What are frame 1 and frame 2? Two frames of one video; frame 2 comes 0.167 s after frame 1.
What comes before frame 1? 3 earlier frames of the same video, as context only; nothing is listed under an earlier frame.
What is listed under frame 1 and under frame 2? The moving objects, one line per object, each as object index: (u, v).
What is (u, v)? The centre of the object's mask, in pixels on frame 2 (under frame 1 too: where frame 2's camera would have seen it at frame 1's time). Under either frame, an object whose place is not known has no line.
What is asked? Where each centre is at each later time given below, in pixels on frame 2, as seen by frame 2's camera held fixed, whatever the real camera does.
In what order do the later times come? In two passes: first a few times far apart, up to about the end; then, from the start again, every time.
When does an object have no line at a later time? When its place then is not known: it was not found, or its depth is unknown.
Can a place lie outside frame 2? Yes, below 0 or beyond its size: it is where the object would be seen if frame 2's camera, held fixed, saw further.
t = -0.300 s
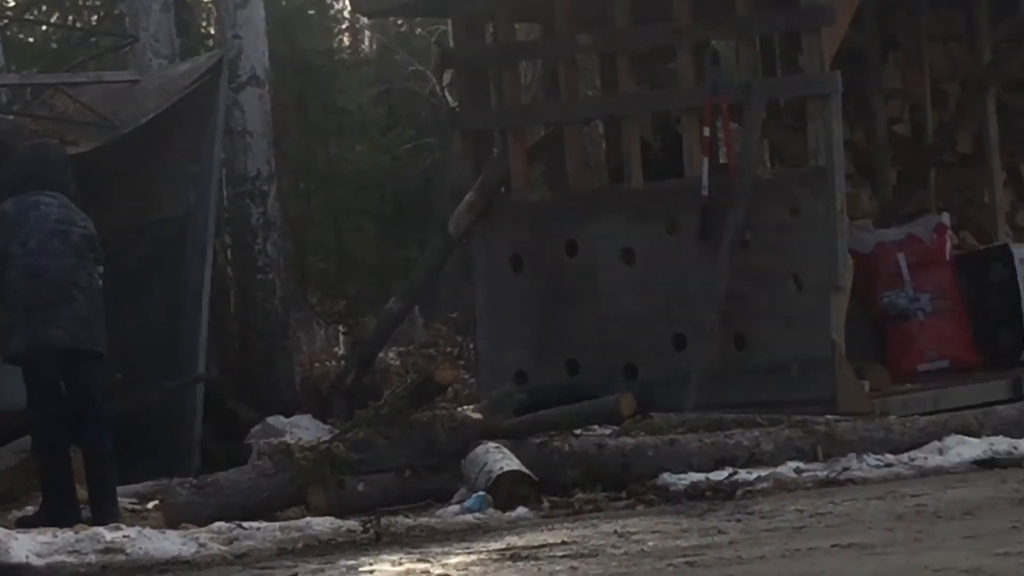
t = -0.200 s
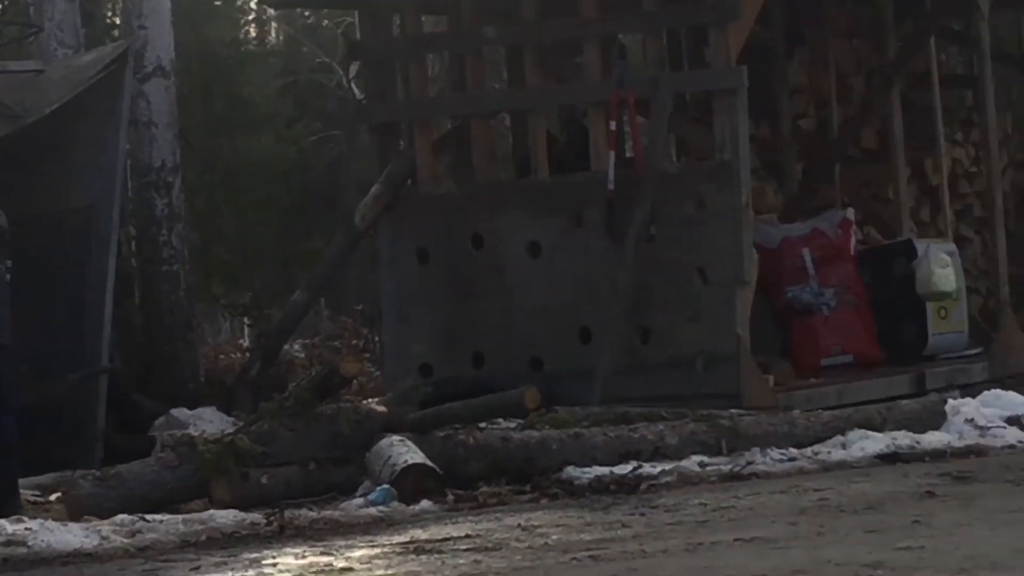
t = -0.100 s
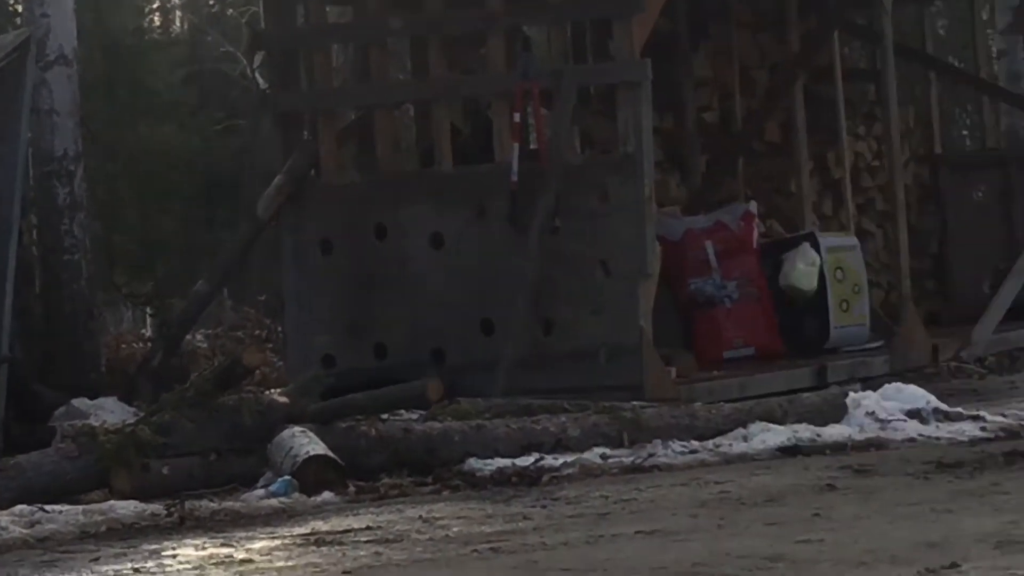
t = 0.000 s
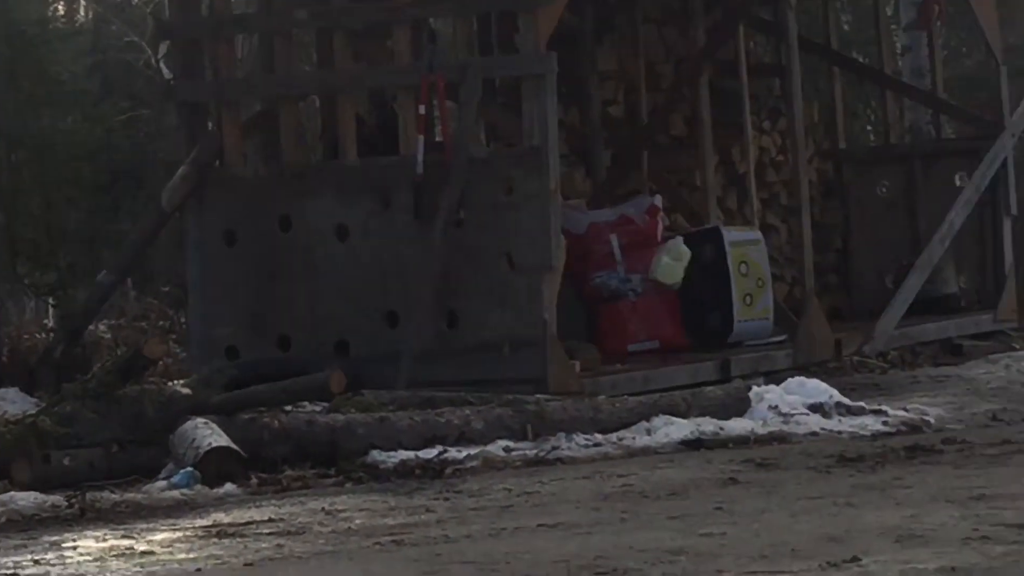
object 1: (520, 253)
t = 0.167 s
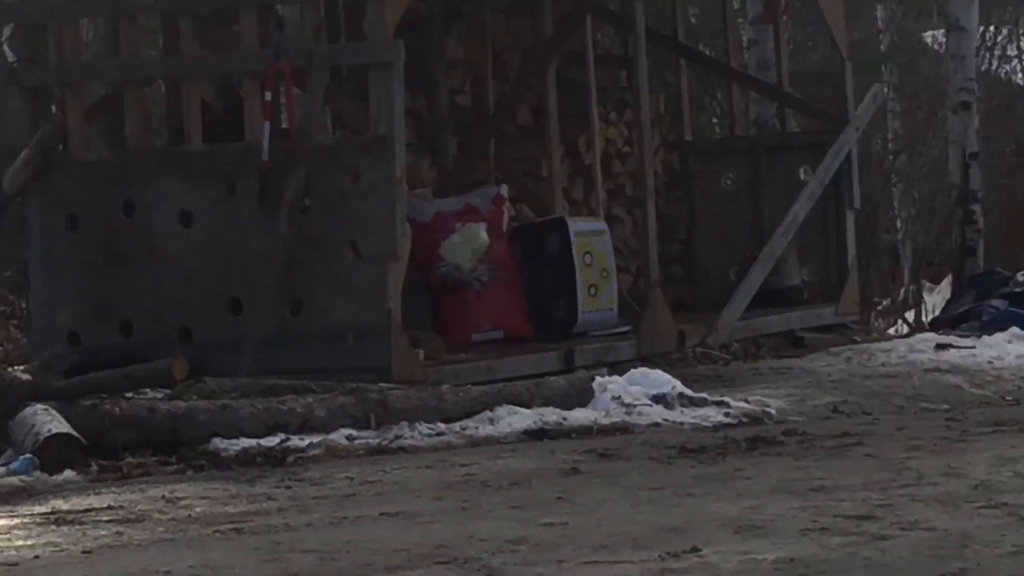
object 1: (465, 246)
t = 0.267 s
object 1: (442, 241)
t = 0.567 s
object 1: (429, 240)
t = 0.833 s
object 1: (470, 256)
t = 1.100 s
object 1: (549, 262)
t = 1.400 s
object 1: (636, 247)
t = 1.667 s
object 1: (678, 231)
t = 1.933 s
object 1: (668, 235)
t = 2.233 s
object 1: (601, 252)
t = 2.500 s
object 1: (523, 258)
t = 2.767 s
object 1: (461, 251)
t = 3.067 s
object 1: (444, 247)
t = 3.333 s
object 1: (479, 256)
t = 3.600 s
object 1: (547, 261)
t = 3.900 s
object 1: (626, 249)
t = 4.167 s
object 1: (662, 238)
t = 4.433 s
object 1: (654, 238)
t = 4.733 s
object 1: (598, 252)
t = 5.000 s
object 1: (530, 259)
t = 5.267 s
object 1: (473, 256)
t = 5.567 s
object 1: (456, 251)
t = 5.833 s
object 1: (486, 256)
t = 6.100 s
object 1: (546, 262)
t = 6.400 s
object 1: (616, 253)
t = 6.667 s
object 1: (648, 243)
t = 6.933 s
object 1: (644, 242)
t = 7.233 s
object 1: (596, 254)
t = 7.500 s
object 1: (544, 260)
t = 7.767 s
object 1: (533, 261)
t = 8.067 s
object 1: (547, 262)
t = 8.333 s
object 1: (564, 260)
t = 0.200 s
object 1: (457, 244)
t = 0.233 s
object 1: (449, 243)
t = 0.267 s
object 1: (442, 241)
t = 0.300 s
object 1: (437, 241)
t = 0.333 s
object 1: (434, 239)
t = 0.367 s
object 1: (431, 238)
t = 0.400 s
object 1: (428, 238)
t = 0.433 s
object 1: (427, 237)
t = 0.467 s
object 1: (426, 237)
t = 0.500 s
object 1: (427, 237)
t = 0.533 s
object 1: (428, 238)
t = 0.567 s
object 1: (429, 240)
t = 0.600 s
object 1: (431, 241)
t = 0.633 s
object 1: (433, 243)
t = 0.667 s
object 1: (437, 245)
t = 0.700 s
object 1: (442, 247)
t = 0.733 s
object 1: (448, 251)
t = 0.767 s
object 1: (454, 252)
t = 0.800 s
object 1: (461, 255)
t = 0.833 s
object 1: (470, 256)
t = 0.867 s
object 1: (478, 258)
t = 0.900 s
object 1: (488, 258)
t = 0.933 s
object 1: (497, 260)
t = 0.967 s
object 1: (507, 261)
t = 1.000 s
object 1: (518, 262)
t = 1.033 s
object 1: (528, 262)
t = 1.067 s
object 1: (538, 263)
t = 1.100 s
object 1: (549, 262)
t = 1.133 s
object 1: (560, 262)
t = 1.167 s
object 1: (571, 261)
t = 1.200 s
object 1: (582, 260)
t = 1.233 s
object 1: (593, 258)
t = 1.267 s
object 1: (602, 256)
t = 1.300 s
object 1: (613, 254)
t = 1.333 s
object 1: (622, 251)
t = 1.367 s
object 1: (630, 249)
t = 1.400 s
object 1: (636, 247)
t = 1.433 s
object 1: (642, 244)
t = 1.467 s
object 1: (651, 241)
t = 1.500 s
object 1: (658, 239)
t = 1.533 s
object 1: (664, 237)
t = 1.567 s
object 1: (668, 236)
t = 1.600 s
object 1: (673, 234)
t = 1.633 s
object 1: (676, 232)
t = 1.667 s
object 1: (678, 231)
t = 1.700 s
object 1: (679, 230)
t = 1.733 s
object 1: (679, 230)
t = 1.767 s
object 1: (679, 230)
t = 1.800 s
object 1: (678, 230)
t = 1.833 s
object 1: (677, 231)
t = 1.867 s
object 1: (674, 233)
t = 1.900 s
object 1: (671, 234)
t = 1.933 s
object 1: (668, 235)
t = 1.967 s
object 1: (664, 236)
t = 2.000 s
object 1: (656, 238)
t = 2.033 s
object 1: (650, 239)
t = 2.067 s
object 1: (644, 240)
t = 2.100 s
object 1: (636, 244)
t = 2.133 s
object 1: (628, 246)
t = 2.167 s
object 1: (620, 248)
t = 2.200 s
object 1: (611, 251)
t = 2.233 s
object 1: (601, 252)
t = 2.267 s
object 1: (592, 256)
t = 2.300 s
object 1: (582, 257)
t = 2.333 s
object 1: (573, 259)
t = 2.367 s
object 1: (561, 259)
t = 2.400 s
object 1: (552, 258)
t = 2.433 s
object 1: (542, 259)
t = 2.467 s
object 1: (532, 259)
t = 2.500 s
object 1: (523, 258)
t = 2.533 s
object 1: (513, 258)
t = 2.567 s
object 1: (505, 257)
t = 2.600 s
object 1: (497, 256)
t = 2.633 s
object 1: (488, 255)
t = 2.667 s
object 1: (481, 255)
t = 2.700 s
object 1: (474, 254)
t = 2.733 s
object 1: (467, 253)
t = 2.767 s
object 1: (461, 251)
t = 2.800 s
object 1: (456, 250)
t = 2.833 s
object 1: (453, 250)
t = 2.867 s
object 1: (450, 249)
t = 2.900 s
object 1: (448, 249)
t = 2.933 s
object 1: (445, 247)
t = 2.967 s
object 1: (443, 247)
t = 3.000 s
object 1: (443, 247)
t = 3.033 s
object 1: (443, 247)
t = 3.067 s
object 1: (444, 247)
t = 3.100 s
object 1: (446, 247)
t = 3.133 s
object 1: (448, 248)
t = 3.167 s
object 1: (451, 249)
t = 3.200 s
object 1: (455, 251)
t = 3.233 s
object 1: (459, 252)
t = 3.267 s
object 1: (466, 253)
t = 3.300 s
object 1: (471, 255)
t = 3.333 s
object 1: (479, 256)
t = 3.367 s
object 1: (486, 257)
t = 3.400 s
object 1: (493, 259)
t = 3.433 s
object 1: (502, 260)
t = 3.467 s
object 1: (510, 260)
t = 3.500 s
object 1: (520, 261)
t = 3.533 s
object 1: (529, 261)
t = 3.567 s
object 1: (538, 262)
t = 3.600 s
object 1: (547, 261)
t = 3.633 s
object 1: (556, 261)
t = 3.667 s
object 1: (566, 260)
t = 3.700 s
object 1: (575, 259)
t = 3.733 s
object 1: (584, 259)
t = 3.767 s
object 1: (593, 257)
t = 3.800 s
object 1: (603, 257)
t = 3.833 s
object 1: (612, 255)
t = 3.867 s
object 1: (618, 251)
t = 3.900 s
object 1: (626, 249)
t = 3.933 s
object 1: (632, 249)
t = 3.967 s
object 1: (637, 247)
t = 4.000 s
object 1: (643, 245)
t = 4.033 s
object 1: (649, 243)
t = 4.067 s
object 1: (653, 242)
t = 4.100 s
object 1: (656, 240)
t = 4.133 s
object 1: (659, 239)
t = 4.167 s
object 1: (662, 238)
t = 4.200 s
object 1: (664, 237)
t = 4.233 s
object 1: (665, 236)
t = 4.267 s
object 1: (666, 235)
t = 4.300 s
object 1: (664, 235)
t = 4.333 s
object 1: (663, 236)
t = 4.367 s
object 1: (661, 236)
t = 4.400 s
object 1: (658, 237)
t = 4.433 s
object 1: (654, 238)
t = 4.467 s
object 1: (651, 239)
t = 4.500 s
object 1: (646, 241)
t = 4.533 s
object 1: (640, 242)
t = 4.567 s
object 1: (635, 245)
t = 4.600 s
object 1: (629, 247)
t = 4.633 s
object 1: (621, 248)
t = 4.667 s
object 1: (614, 250)
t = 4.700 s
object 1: (607, 252)
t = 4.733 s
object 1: (598, 252)
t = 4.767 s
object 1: (591, 256)
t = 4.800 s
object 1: (582, 257)
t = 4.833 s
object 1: (573, 257)
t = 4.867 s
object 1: (564, 259)
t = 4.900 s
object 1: (555, 259)
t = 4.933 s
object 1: (546, 259)
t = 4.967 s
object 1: (538, 259)
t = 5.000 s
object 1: (530, 259)
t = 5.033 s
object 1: (522, 258)
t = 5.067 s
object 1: (513, 258)
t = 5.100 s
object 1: (505, 258)
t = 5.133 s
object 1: (498, 257)
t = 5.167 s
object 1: (491, 256)
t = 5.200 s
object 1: (485, 255)
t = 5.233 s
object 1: (478, 256)
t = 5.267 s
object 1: (473, 256)
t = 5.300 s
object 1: (469, 254)
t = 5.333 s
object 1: (466, 255)
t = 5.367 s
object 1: (462, 253)
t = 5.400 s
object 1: (460, 252)
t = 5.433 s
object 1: (457, 251)
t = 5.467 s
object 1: (456, 251)
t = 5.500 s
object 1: (456, 251)
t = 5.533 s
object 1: (456, 251)
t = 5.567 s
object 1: (456, 251)
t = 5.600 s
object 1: (457, 252)
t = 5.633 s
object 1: (459, 252)
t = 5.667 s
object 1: (462, 253)
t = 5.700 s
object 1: (466, 253)
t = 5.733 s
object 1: (470, 253)
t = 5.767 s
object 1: (474, 254)
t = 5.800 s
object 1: (480, 255)
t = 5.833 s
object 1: (486, 256)
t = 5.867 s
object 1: (492, 257)
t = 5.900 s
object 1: (500, 258)
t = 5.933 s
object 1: (506, 259)
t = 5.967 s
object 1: (514, 259)
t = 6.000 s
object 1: (522, 260)
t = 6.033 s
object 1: (529, 261)
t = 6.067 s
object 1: (537, 262)
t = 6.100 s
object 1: (546, 262)
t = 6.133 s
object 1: (554, 262)
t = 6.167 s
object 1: (562, 261)
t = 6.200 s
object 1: (570, 260)
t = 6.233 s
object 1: (579, 259)
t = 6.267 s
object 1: (588, 259)
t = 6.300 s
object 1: (595, 257)
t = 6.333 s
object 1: (603, 256)
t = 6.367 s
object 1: (610, 255)
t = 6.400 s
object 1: (616, 253)
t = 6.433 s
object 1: (624, 251)
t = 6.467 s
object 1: (628, 250)
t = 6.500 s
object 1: (633, 249)
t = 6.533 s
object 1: (636, 247)
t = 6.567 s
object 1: (641, 245)
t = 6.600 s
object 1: (644, 245)
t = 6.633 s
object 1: (647, 244)
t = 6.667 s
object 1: (648, 243)
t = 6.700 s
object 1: (650, 242)
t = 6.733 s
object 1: (651, 241)
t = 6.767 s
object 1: (651, 241)
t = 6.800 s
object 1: (651, 241)
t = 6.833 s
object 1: (651, 240)
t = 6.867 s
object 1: (650, 241)
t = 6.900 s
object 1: (647, 242)
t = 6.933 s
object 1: (644, 242)
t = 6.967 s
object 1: (641, 243)
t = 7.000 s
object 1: (637, 244)
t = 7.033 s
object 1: (634, 245)
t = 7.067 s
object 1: (628, 247)
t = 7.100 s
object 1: (621, 248)
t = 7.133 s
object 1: (614, 251)
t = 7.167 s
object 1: (609, 251)
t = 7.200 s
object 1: (604, 253)
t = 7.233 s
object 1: (596, 254)
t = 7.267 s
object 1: (589, 256)
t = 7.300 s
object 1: (583, 259)
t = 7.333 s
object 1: (573, 258)
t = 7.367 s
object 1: (566, 259)
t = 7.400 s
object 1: (560, 259)
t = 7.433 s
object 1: (554, 259)
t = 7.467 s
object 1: (549, 259)
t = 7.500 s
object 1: (544, 260)
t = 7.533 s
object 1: (541, 260)
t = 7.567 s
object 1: (538, 260)
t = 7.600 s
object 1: (536, 260)
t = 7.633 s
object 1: (534, 260)
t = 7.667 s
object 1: (533, 260)
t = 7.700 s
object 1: (533, 260)
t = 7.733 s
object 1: (533, 261)
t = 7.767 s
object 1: (533, 261)
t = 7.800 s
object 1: (534, 261)
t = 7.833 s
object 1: (535, 261)
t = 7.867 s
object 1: (537, 261)
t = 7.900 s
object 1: (538, 261)
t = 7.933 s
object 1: (540, 261)
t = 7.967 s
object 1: (541, 261)
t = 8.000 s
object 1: (543, 262)
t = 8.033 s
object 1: (545, 262)
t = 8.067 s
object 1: (547, 262)
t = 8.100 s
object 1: (549, 261)
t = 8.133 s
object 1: (550, 261)
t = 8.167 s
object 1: (552, 261)
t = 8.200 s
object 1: (554, 260)
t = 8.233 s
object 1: (557, 260)
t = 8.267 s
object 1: (559, 260)
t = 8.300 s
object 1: (561, 260)
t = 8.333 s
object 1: (564, 260)
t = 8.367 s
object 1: (565, 260)
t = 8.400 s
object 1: (568, 260)
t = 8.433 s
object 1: (570, 259)
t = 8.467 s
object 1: (571, 259)
